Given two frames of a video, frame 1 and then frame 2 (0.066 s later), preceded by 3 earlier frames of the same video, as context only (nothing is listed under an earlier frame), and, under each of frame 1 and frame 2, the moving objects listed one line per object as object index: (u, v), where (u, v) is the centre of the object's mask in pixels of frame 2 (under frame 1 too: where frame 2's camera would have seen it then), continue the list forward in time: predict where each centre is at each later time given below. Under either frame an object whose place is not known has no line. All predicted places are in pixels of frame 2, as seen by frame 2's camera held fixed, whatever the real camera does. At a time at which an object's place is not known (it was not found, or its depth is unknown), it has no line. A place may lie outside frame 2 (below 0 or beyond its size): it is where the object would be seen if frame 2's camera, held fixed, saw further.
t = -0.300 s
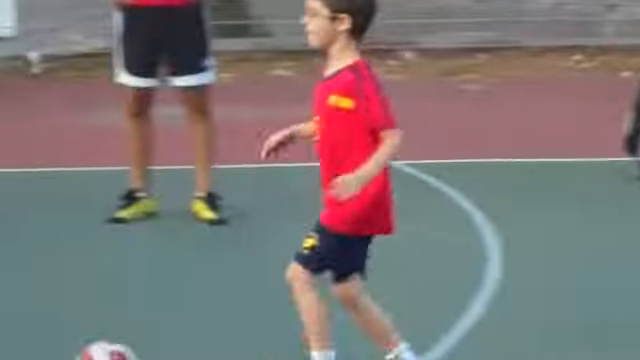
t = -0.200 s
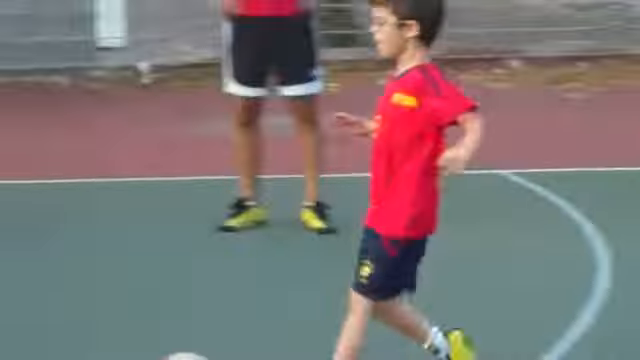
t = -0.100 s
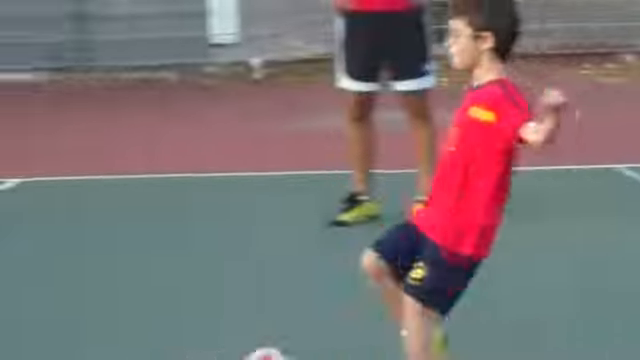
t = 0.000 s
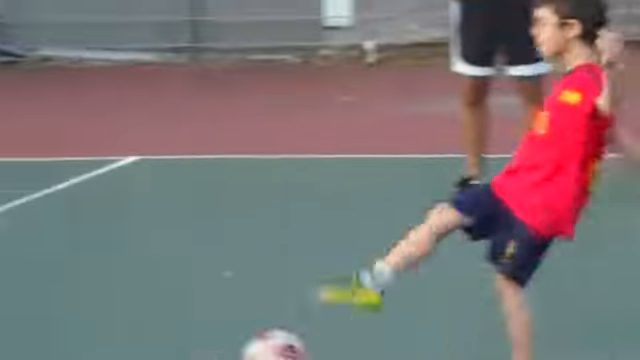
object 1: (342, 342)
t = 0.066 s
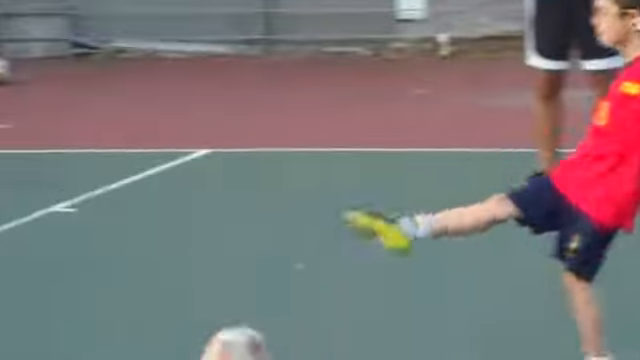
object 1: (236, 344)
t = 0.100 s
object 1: (185, 345)
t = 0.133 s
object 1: (132, 346)
